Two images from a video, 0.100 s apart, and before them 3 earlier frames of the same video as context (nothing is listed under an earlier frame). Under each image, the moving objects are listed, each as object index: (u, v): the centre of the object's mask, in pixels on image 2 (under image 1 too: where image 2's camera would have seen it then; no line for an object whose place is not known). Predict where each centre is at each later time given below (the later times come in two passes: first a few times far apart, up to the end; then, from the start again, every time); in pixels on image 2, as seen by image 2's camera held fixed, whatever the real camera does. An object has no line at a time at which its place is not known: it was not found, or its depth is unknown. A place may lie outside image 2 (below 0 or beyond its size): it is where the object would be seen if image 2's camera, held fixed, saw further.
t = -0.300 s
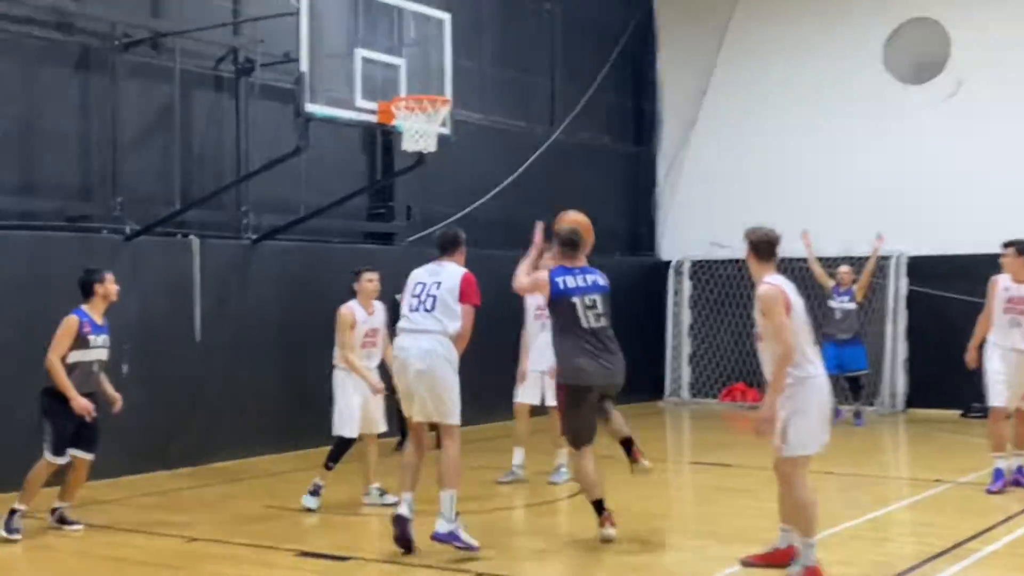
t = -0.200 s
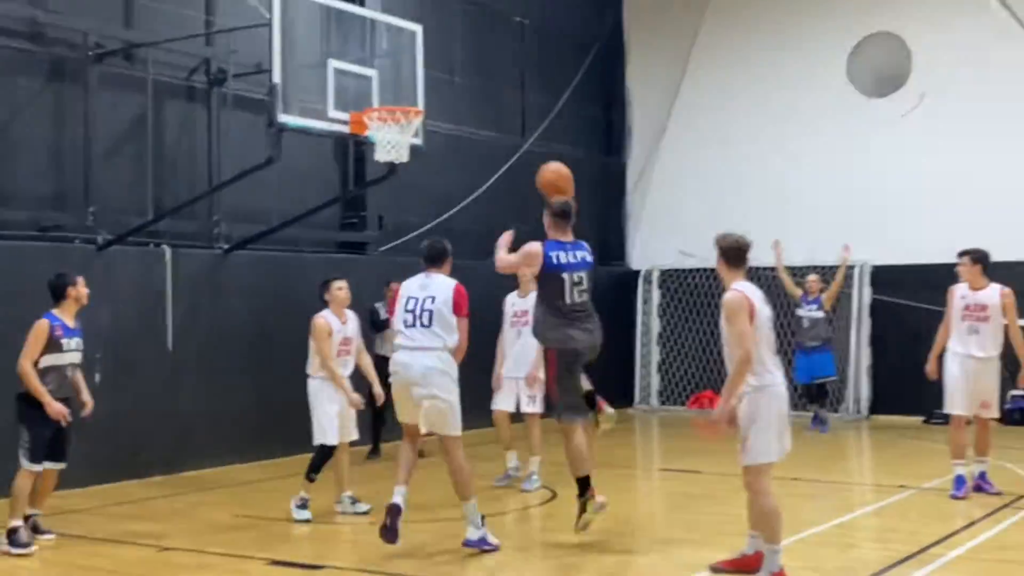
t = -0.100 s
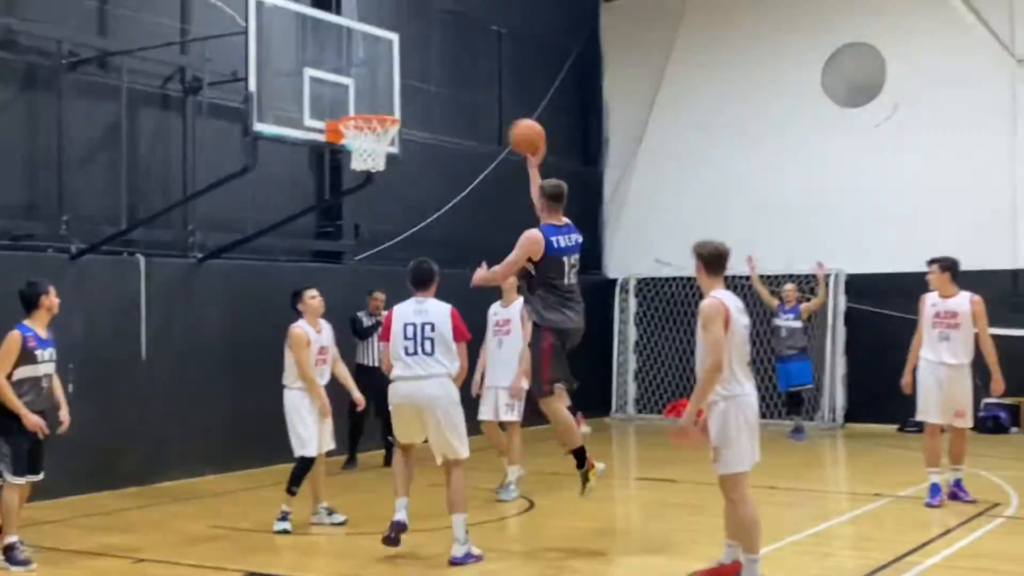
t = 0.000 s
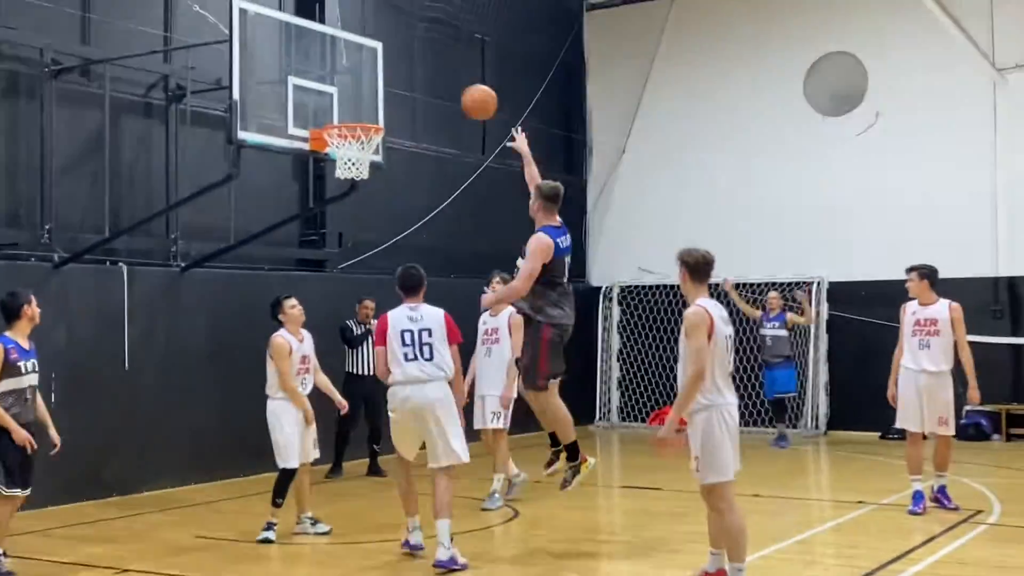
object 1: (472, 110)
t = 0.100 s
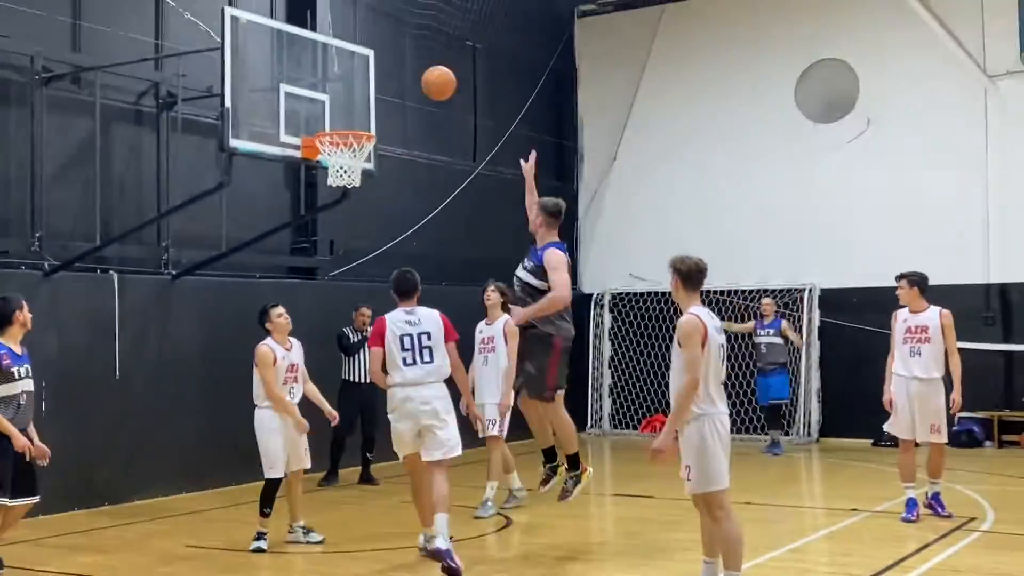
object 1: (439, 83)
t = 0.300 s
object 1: (379, 73)
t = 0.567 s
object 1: (320, 116)
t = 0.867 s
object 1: (356, 101)
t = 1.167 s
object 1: (402, 188)
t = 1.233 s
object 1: (413, 220)
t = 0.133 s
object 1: (428, 77)
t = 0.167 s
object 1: (418, 73)
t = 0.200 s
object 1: (408, 71)
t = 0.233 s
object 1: (398, 70)
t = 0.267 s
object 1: (388, 71)
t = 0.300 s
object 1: (379, 73)
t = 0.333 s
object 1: (370, 76)
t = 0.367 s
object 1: (361, 80)
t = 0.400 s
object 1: (353, 86)
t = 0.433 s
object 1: (344, 94)
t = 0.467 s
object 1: (335, 102)
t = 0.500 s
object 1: (326, 113)
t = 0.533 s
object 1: (320, 121)
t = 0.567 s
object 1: (320, 116)
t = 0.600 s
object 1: (321, 110)
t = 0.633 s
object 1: (322, 106)
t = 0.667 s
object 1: (325, 102)
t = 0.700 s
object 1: (329, 99)
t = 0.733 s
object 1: (335, 96)
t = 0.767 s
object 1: (340, 96)
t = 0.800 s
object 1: (345, 95)
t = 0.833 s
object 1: (351, 98)
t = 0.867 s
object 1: (356, 101)
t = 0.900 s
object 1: (361, 105)
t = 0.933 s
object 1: (366, 111)
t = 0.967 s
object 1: (371, 118)
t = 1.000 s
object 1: (378, 125)
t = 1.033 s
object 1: (385, 135)
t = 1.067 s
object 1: (389, 148)
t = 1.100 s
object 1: (392, 159)
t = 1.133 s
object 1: (397, 173)
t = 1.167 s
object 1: (402, 188)
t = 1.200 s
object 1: (407, 203)
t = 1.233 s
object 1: (413, 220)
